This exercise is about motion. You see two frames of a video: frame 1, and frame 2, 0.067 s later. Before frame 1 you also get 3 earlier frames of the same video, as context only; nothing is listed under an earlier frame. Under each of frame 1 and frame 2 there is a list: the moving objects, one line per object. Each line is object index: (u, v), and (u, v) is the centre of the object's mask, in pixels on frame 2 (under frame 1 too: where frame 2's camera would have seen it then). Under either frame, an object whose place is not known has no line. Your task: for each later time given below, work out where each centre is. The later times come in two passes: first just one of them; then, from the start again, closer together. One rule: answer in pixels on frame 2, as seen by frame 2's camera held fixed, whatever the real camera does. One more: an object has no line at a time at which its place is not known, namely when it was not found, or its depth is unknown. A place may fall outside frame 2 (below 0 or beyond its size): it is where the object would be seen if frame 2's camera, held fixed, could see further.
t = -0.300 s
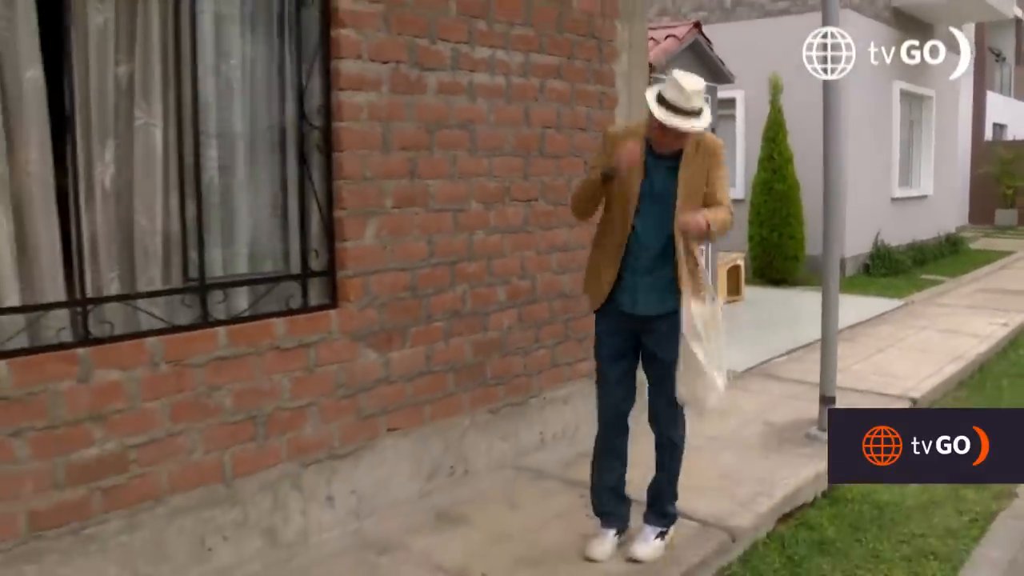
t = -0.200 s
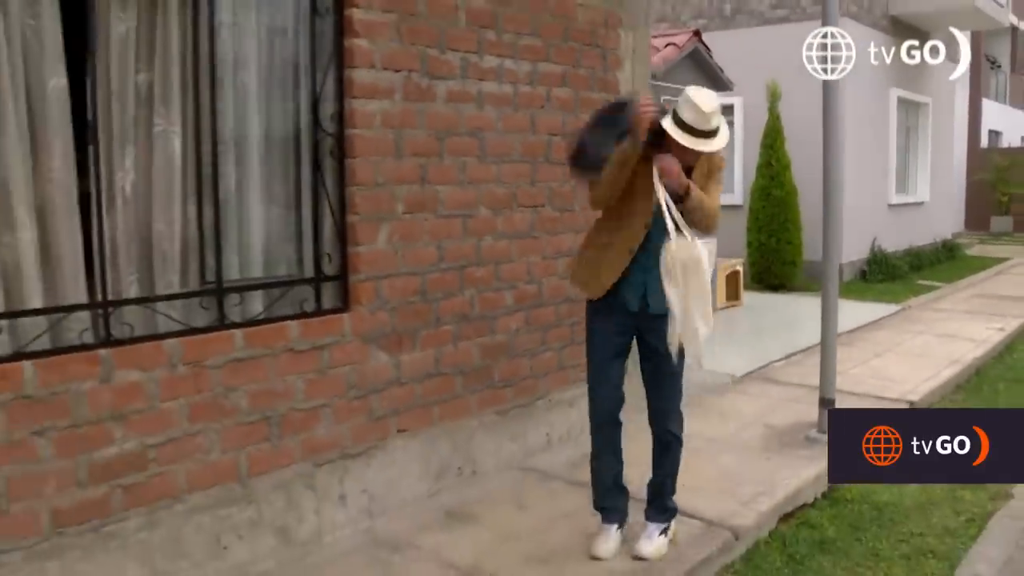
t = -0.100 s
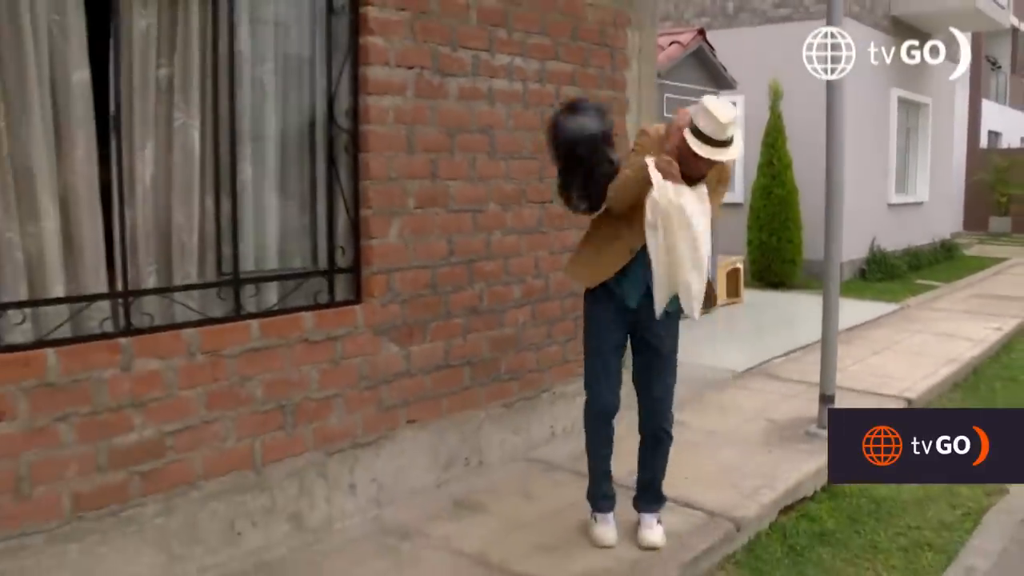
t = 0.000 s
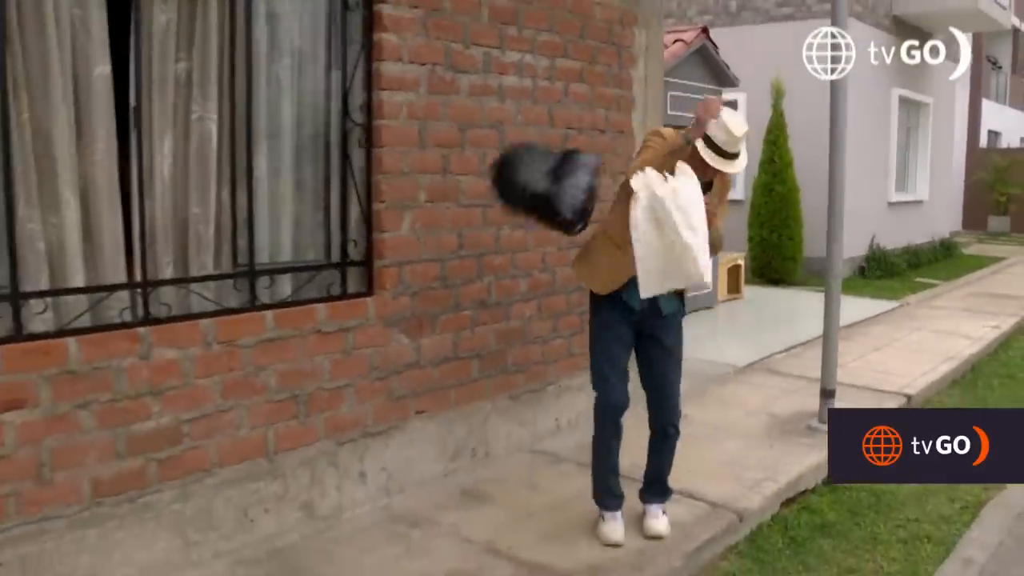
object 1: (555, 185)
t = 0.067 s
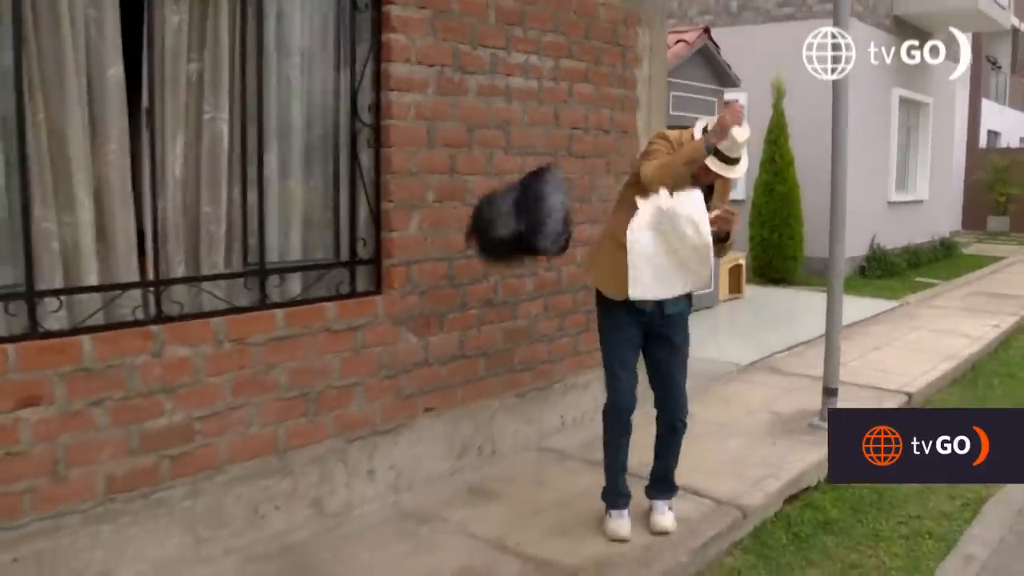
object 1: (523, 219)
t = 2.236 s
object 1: (404, 525)
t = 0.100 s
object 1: (509, 239)
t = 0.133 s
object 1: (494, 262)
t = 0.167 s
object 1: (479, 287)
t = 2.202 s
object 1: (404, 525)
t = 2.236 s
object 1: (404, 525)
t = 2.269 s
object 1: (404, 525)
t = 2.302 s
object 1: (404, 525)
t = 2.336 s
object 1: (404, 524)
